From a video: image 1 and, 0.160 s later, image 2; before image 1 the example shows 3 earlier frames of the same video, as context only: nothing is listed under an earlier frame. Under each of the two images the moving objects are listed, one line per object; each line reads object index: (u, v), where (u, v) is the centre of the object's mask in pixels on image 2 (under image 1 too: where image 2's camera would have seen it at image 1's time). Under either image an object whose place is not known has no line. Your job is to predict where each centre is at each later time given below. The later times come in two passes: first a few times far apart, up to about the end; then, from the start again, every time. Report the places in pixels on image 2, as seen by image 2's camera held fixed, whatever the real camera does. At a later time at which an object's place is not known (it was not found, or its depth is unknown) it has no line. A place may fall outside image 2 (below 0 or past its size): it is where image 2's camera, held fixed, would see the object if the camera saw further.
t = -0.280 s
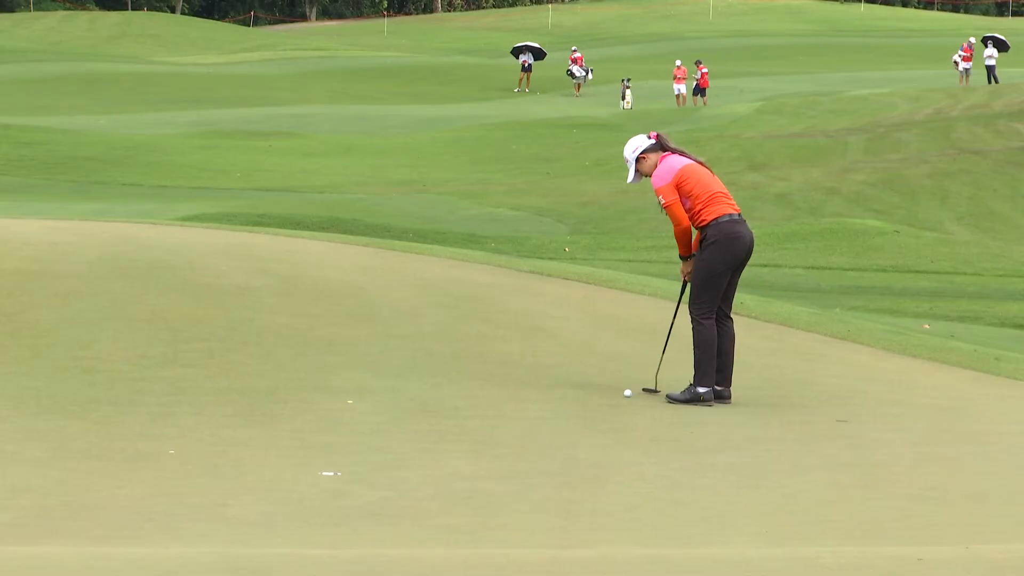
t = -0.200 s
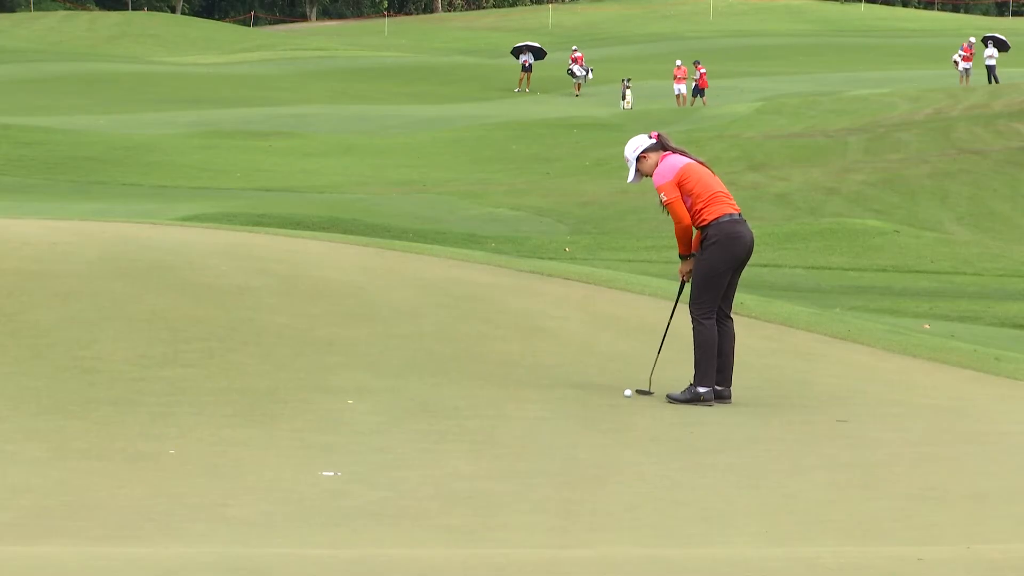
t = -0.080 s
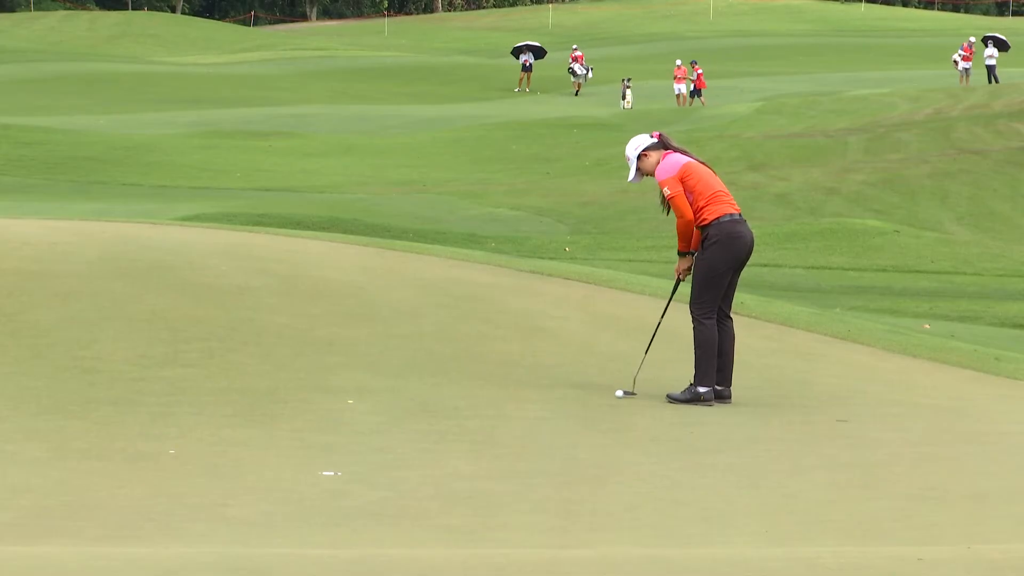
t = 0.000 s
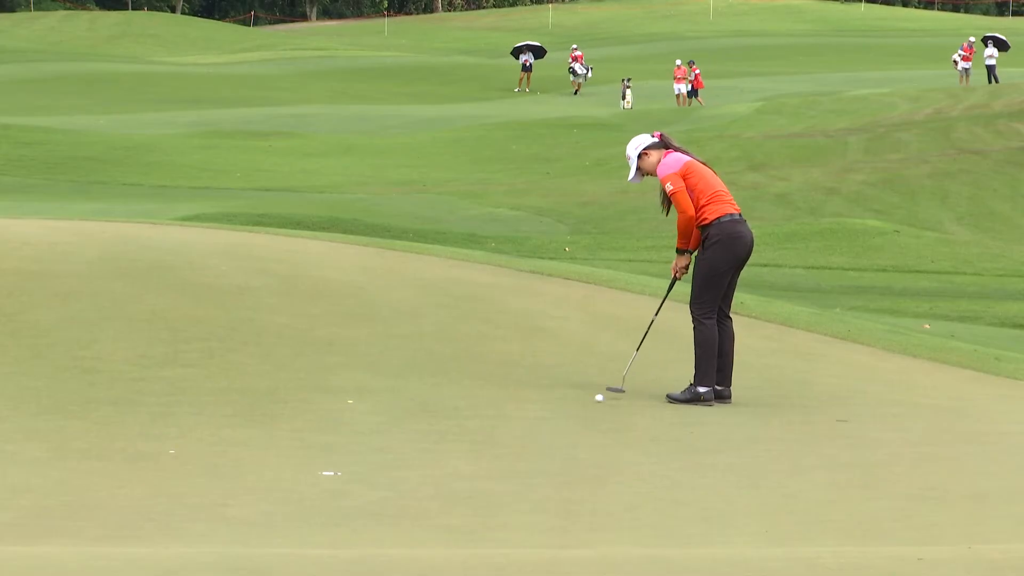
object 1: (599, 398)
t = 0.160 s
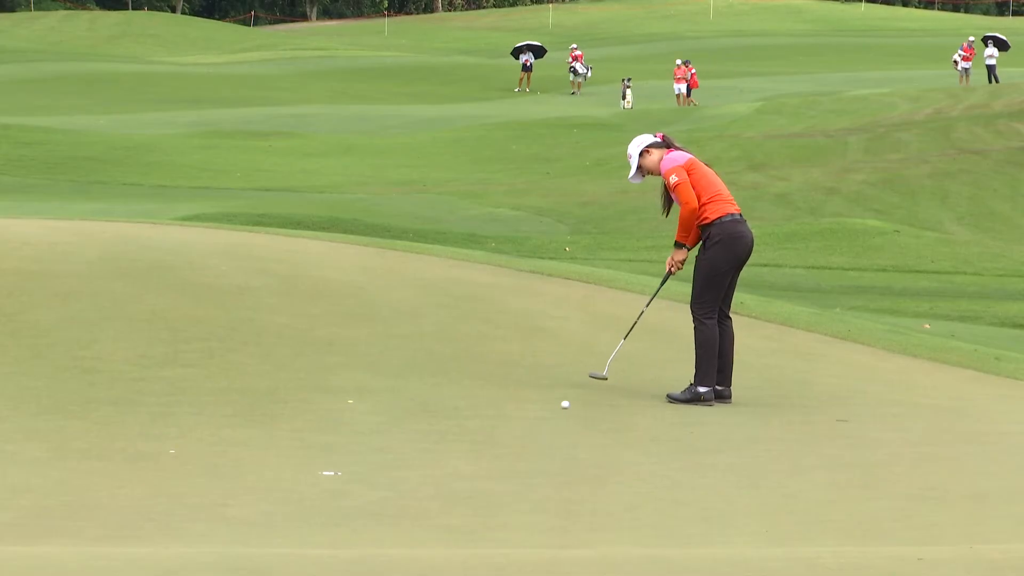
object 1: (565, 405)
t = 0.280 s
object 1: (543, 409)
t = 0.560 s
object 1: (500, 419)
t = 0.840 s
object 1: (461, 428)
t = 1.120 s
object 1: (427, 436)
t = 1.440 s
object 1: (394, 445)
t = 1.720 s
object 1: (369, 452)
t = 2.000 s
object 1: (348, 457)
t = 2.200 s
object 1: (336, 461)
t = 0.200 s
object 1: (558, 406)
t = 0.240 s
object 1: (550, 408)
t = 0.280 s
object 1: (543, 409)
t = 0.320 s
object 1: (537, 411)
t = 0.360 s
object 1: (531, 412)
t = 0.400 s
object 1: (524, 413)
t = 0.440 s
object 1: (518, 415)
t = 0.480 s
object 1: (512, 416)
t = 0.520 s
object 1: (506, 418)
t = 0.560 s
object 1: (500, 419)
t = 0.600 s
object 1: (495, 420)
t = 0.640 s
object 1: (489, 421)
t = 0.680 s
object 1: (483, 423)
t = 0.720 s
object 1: (478, 424)
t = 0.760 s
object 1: (472, 425)
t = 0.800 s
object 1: (467, 426)
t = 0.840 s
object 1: (461, 428)
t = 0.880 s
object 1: (456, 429)
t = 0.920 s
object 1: (451, 430)
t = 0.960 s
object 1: (446, 431)
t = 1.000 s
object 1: (441, 432)
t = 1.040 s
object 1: (437, 434)
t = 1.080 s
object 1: (432, 435)
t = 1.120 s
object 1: (427, 436)
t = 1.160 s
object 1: (423, 437)
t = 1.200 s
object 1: (419, 438)
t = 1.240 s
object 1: (414, 439)
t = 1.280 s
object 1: (410, 440)
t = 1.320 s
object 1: (406, 441)
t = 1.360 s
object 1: (402, 442)
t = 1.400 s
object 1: (398, 443)
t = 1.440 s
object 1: (394, 445)
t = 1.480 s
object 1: (390, 446)
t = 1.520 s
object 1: (387, 447)
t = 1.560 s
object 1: (383, 448)
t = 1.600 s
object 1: (379, 449)
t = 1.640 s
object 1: (376, 450)
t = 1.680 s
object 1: (372, 450)
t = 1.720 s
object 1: (369, 452)
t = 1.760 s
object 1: (366, 452)
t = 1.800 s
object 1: (362, 454)
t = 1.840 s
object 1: (359, 454)
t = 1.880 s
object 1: (356, 455)
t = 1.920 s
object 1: (354, 456)
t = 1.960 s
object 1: (351, 456)
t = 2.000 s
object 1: (348, 457)
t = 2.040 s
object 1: (345, 458)
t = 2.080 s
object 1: (343, 459)
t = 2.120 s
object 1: (340, 459)
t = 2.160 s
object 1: (338, 460)
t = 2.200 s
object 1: (336, 461)
